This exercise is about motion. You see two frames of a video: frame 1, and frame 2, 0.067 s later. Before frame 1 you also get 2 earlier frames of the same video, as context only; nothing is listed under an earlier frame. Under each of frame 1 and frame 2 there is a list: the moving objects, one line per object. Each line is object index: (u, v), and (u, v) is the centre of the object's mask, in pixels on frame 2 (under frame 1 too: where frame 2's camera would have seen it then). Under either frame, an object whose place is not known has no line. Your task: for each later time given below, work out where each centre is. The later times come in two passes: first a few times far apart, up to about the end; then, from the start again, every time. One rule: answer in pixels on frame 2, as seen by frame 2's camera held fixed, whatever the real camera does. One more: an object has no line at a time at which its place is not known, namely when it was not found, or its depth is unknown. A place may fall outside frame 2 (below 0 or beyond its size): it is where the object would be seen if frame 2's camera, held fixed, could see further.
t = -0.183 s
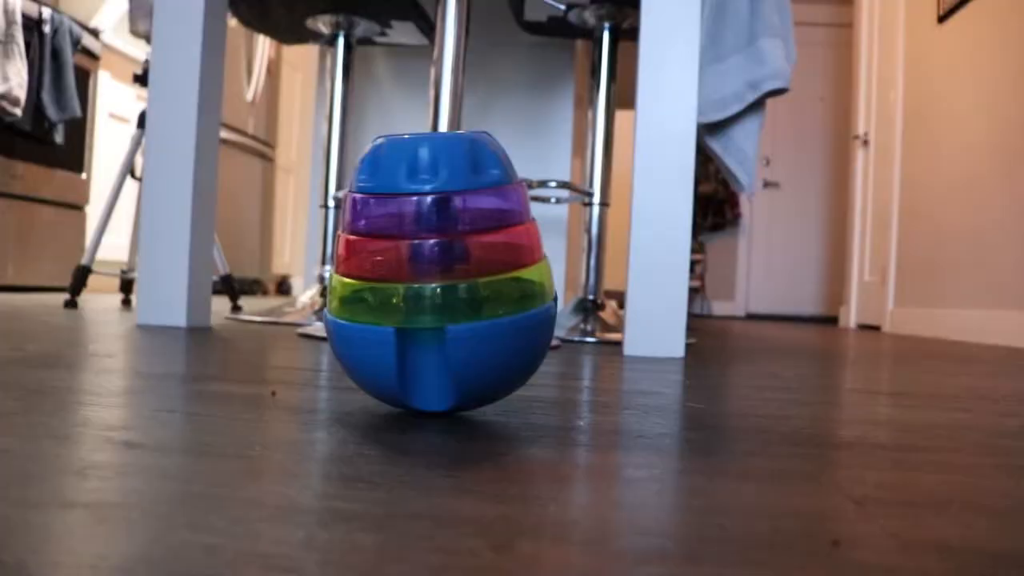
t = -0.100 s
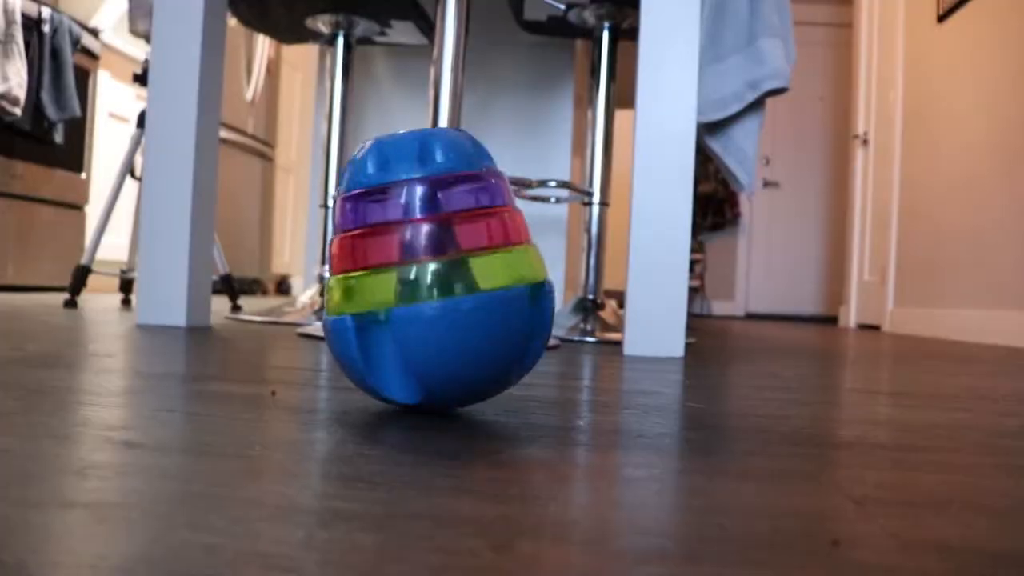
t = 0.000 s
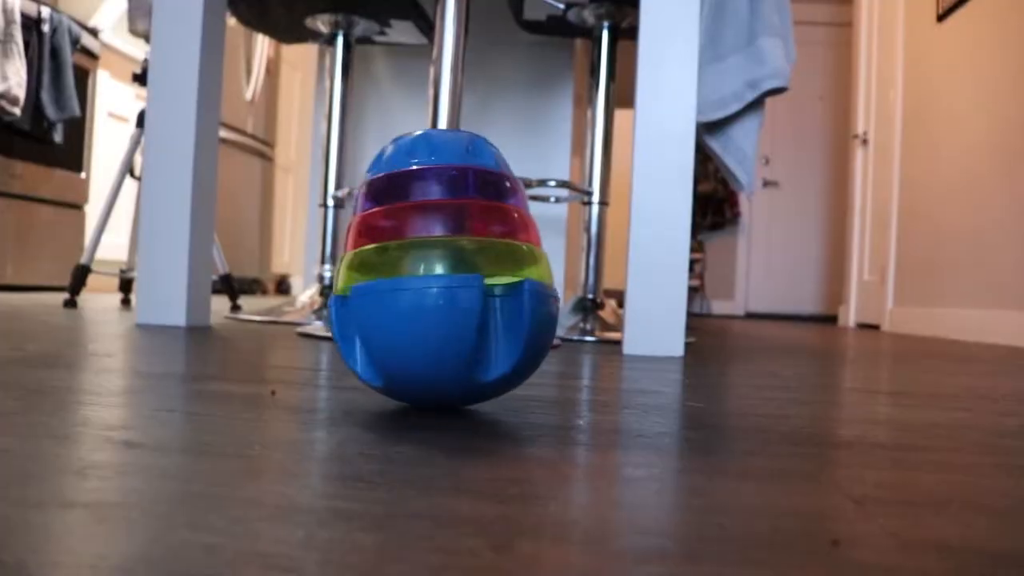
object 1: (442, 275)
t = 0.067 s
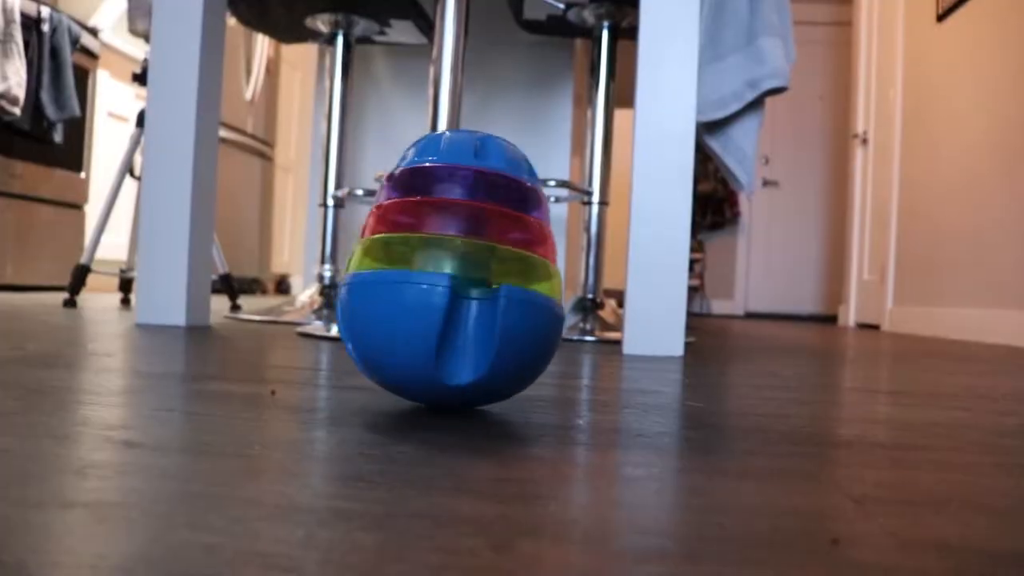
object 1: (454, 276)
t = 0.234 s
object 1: (461, 276)
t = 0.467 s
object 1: (437, 273)
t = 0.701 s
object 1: (467, 275)
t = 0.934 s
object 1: (442, 274)
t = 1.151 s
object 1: (465, 276)
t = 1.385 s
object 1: (444, 275)
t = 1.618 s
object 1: (449, 276)
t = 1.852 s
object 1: (452, 276)
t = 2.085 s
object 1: (455, 276)
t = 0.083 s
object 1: (457, 275)
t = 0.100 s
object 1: (459, 275)
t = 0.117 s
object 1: (461, 275)
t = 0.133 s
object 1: (462, 275)
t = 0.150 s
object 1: (464, 275)
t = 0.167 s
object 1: (464, 275)
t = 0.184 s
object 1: (464, 275)
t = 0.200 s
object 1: (464, 275)
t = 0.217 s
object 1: (463, 275)
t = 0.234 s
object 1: (461, 276)
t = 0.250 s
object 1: (459, 276)
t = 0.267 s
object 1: (457, 276)
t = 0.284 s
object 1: (454, 275)
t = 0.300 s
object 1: (452, 275)
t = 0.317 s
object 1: (449, 275)
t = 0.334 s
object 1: (446, 275)
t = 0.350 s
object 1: (443, 274)
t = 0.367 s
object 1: (441, 274)
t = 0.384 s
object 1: (439, 274)
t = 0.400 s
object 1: (438, 274)
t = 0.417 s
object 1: (437, 274)
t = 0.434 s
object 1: (436, 273)
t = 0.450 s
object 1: (436, 273)
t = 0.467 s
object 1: (437, 273)
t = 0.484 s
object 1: (439, 274)
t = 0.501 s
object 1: (441, 274)
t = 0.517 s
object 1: (443, 275)
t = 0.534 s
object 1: (446, 275)
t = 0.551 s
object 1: (449, 275)
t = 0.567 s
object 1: (452, 275)
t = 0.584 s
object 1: (455, 275)
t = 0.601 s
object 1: (458, 275)
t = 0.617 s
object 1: (460, 275)
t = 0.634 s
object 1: (462, 276)
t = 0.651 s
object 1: (464, 276)
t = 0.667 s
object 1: (466, 276)
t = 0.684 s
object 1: (466, 275)
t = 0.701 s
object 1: (467, 275)
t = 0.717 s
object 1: (466, 276)
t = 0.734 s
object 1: (466, 276)
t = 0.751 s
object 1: (464, 276)
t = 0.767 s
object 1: (462, 276)
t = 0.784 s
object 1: (460, 276)
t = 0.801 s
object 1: (457, 276)
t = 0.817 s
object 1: (455, 276)
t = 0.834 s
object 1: (452, 275)
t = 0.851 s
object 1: (450, 275)
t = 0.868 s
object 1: (448, 275)
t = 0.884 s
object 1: (445, 275)
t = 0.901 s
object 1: (444, 275)
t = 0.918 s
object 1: (443, 274)
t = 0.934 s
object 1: (442, 274)
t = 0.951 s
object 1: (442, 275)
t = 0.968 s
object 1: (442, 275)
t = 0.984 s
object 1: (443, 275)
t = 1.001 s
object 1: (444, 275)
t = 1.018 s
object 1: (447, 275)
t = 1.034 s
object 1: (449, 276)
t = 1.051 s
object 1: (451, 276)
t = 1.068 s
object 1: (454, 276)
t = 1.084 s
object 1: (457, 276)
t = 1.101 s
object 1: (459, 276)
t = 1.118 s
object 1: (461, 276)
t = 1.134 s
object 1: (463, 276)
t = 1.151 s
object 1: (465, 276)
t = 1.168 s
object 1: (466, 276)
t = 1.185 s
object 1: (467, 276)
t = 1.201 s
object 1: (468, 276)
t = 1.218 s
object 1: (468, 276)
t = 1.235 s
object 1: (467, 276)
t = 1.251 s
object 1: (466, 276)
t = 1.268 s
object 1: (464, 277)
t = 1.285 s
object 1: (462, 277)
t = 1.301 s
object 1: (459, 277)
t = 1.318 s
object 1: (456, 276)
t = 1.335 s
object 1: (453, 276)
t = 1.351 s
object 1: (450, 276)
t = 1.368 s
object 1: (447, 276)
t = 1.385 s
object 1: (444, 275)
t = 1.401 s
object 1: (441, 275)
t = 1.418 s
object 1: (439, 274)
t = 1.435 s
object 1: (437, 274)
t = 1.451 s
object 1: (436, 274)
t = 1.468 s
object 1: (435, 274)
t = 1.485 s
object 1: (435, 274)
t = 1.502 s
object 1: (435, 274)
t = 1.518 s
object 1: (436, 275)
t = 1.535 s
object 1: (437, 275)
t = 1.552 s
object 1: (439, 275)
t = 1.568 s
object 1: (442, 276)
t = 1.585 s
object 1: (444, 276)
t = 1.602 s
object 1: (446, 276)
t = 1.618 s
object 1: (449, 276)
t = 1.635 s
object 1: (451, 276)
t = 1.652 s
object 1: (454, 276)
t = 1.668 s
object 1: (456, 276)
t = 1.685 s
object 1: (457, 277)
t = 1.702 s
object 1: (459, 277)
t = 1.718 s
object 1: (460, 276)
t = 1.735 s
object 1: (460, 276)
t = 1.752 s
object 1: (460, 276)
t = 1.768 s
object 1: (460, 276)
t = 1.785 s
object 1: (459, 276)
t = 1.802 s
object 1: (458, 276)
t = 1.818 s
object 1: (456, 277)
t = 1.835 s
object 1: (454, 276)
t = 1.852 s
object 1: (452, 276)
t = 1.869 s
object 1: (450, 276)
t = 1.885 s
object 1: (448, 276)
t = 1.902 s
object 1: (447, 276)
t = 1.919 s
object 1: (445, 276)
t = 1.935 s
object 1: (444, 275)
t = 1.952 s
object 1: (444, 275)
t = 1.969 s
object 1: (443, 275)
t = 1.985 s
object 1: (444, 275)
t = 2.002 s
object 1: (444, 275)
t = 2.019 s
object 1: (445, 276)
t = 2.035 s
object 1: (447, 276)
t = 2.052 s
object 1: (449, 276)
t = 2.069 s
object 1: (452, 276)
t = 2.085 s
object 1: (455, 276)
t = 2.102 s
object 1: (457, 276)
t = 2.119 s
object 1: (460, 277)
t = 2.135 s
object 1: (463, 277)
